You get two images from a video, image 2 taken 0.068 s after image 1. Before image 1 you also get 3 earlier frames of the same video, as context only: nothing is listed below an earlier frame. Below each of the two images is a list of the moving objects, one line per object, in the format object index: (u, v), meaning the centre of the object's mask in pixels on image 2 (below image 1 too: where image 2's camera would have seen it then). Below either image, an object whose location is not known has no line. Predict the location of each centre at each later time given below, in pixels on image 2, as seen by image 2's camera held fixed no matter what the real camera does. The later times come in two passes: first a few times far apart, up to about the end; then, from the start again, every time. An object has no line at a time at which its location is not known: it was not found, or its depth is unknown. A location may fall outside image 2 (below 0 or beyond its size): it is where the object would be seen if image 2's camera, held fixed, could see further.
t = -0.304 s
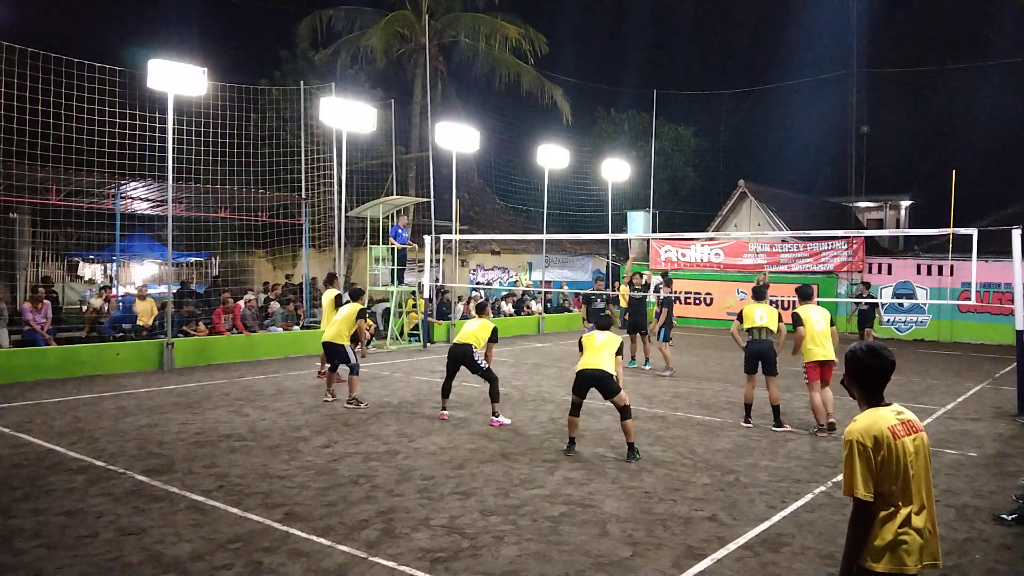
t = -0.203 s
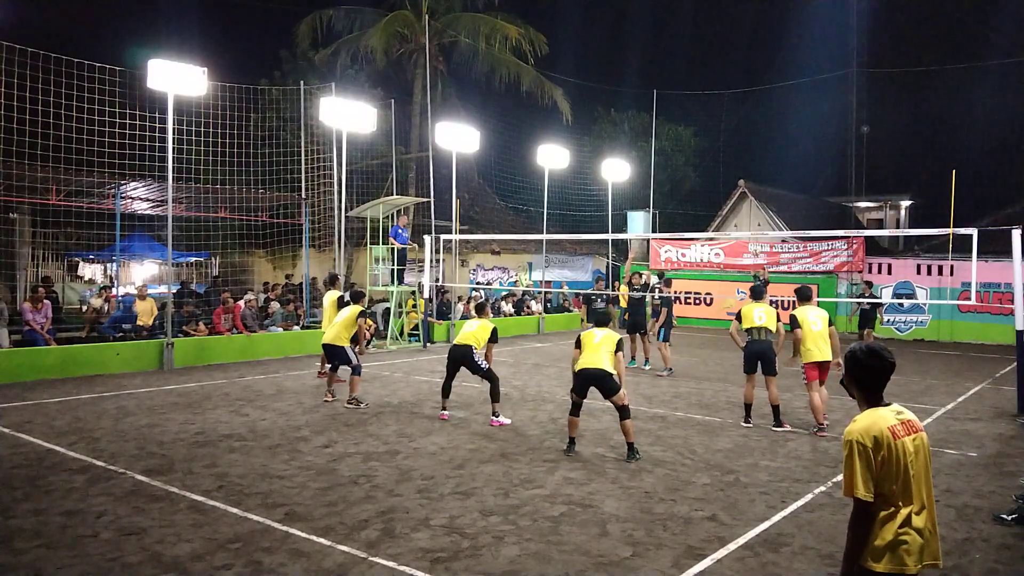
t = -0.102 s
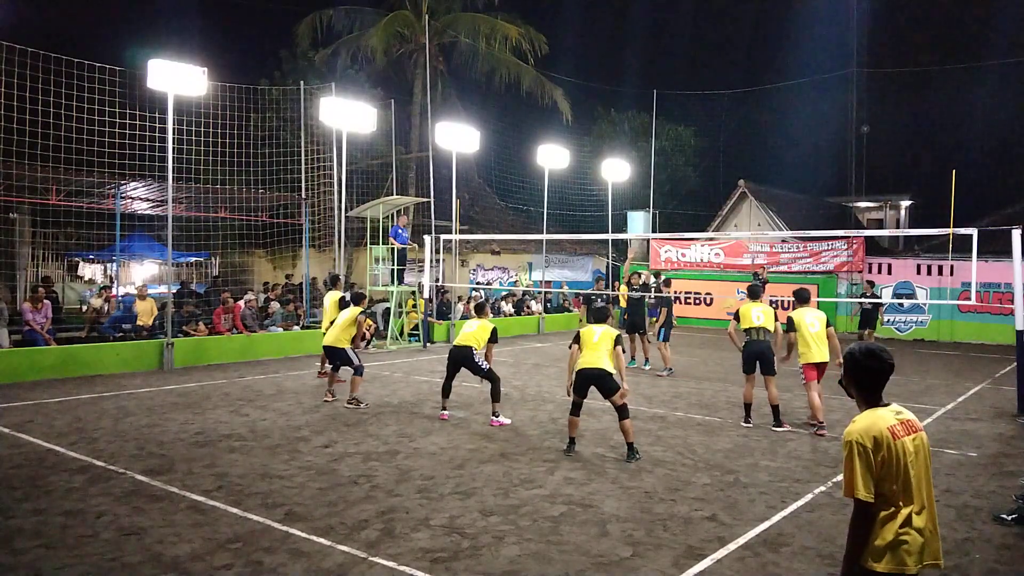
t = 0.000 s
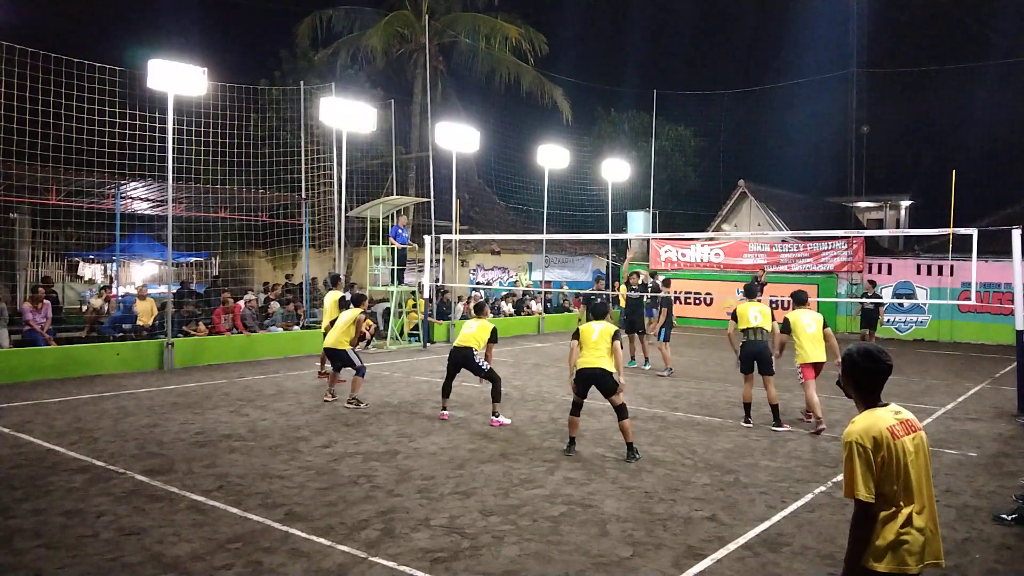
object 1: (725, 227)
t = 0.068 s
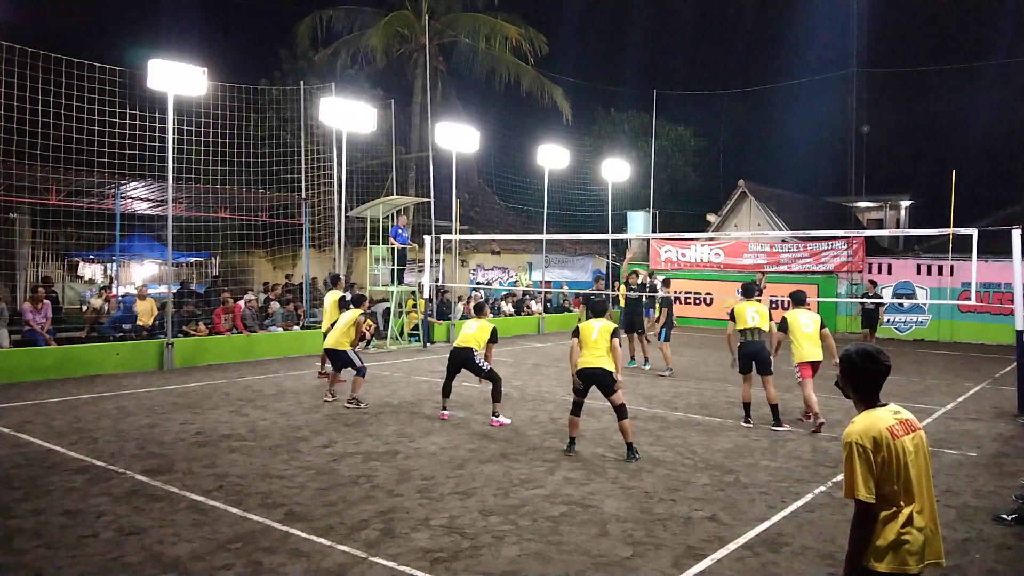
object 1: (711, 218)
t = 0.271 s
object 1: (664, 197)
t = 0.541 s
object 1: (574, 194)
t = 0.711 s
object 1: (504, 215)
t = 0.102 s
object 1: (706, 214)
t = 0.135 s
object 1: (698, 210)
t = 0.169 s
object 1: (689, 206)
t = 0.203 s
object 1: (681, 202)
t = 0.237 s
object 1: (672, 199)
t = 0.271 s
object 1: (664, 197)
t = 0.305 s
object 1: (654, 195)
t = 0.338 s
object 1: (643, 193)
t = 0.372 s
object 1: (633, 192)
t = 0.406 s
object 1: (623, 190)
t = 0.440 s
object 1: (611, 190)
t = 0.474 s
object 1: (598, 191)
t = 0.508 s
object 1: (587, 192)
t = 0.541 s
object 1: (574, 194)
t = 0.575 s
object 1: (561, 197)
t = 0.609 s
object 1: (548, 200)
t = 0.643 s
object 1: (533, 205)
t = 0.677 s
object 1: (519, 210)
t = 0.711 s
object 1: (504, 215)
